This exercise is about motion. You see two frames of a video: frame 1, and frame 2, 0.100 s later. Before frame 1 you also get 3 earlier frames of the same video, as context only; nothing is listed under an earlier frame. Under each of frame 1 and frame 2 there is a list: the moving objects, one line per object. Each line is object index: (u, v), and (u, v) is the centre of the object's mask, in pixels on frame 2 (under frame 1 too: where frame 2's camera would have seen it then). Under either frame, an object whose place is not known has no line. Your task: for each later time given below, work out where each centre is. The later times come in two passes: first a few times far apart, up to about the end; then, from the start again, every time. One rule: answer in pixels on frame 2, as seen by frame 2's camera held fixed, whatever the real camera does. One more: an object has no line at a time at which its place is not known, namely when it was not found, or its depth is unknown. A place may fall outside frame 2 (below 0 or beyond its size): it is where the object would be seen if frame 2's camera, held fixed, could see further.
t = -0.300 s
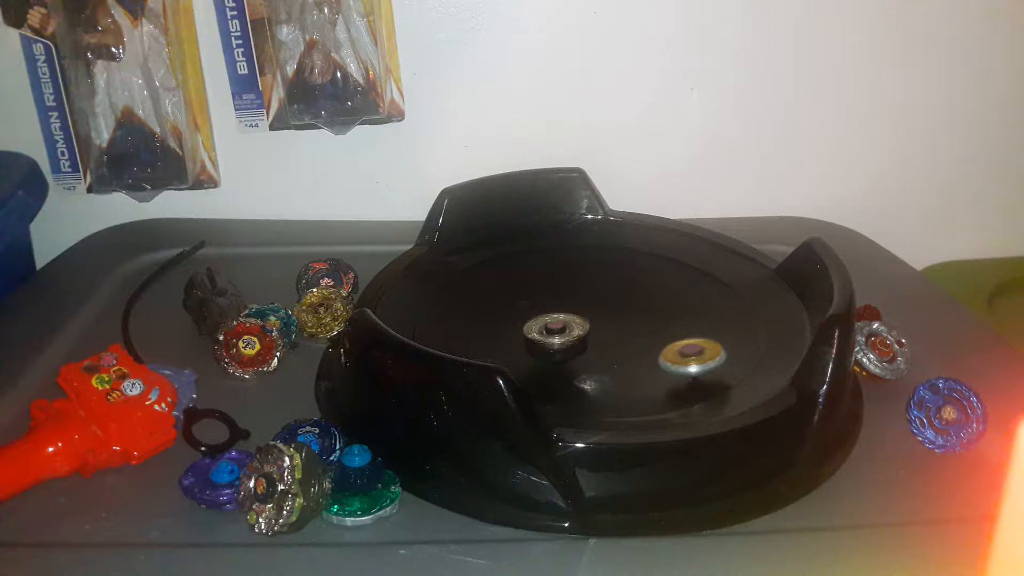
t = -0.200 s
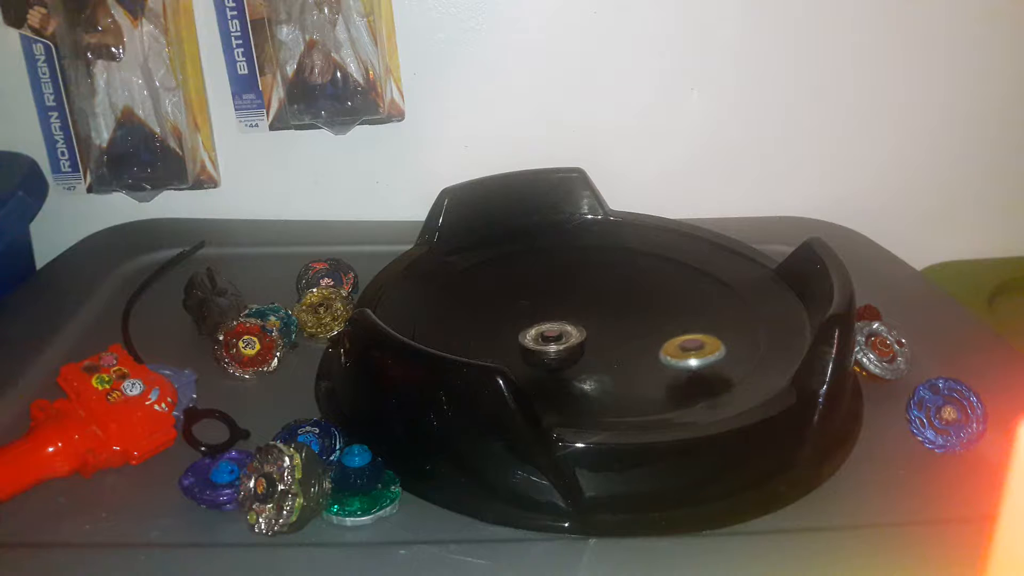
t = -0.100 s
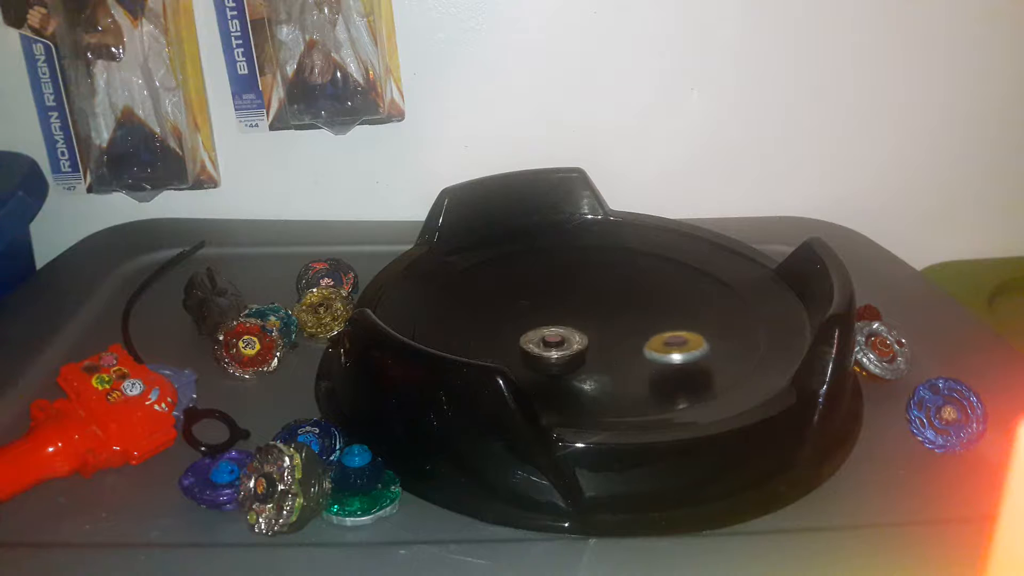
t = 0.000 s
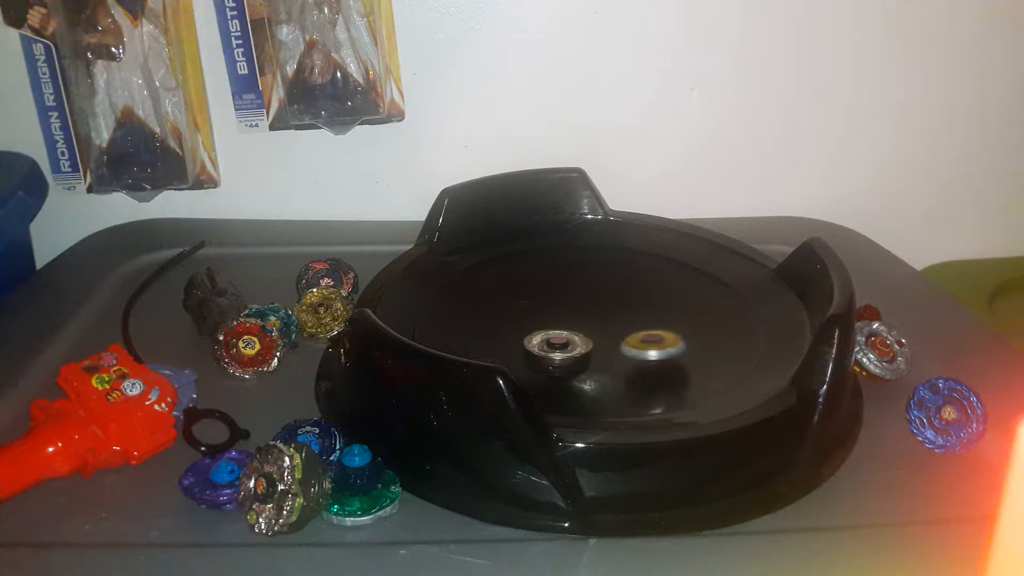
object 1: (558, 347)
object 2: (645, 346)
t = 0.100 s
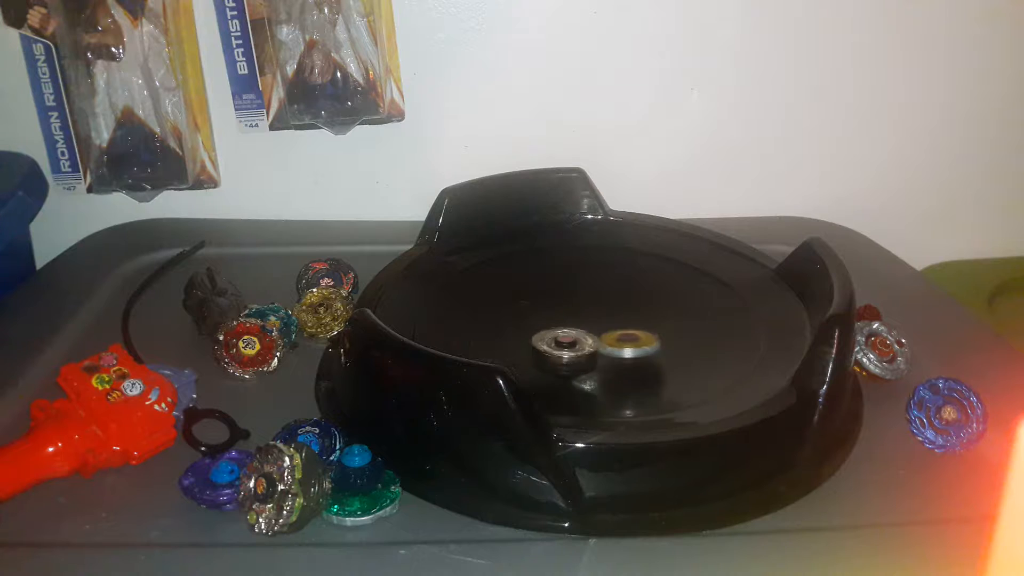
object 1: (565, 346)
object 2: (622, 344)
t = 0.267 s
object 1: (548, 341)
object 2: (603, 335)
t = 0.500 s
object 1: (518, 328)
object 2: (571, 327)
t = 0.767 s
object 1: (461, 322)
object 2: (559, 314)
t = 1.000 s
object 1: (479, 335)
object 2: (525, 314)
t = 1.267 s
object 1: (533, 348)
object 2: (508, 331)
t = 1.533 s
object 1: (587, 358)
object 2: (544, 352)
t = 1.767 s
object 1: (641, 353)
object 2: (581, 351)
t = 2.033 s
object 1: (659, 345)
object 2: (590, 340)
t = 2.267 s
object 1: (654, 327)
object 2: (583, 344)
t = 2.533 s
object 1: (653, 315)
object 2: (562, 353)
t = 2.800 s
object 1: (616, 313)
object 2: (570, 356)
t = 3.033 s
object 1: (592, 296)
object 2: (565, 346)
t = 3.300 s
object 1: (571, 295)
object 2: (532, 346)
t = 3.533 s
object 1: (574, 313)
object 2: (506, 343)
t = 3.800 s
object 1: (589, 337)
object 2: (498, 337)
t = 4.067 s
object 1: (598, 362)
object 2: (506, 342)
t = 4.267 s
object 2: (528, 348)
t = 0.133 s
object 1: (567, 345)
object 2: (617, 343)
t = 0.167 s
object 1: (562, 344)
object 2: (615, 340)
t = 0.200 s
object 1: (555, 343)
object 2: (613, 338)
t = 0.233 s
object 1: (553, 341)
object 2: (610, 336)
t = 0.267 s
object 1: (548, 341)
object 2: (603, 335)
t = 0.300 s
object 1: (546, 338)
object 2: (598, 334)
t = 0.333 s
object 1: (542, 336)
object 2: (591, 333)
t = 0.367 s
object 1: (539, 333)
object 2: (590, 332)
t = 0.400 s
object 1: (531, 333)
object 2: (586, 330)
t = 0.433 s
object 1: (529, 331)
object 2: (582, 329)
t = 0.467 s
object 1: (522, 330)
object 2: (575, 328)
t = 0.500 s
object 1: (518, 328)
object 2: (571, 327)
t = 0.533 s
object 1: (508, 326)
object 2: (569, 324)
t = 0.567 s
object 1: (495, 327)
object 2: (573, 321)
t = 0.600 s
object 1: (488, 326)
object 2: (575, 320)
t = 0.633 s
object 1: (483, 326)
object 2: (575, 319)
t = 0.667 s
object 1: (479, 324)
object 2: (573, 318)
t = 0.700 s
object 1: (473, 323)
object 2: (569, 317)
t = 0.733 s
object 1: (467, 322)
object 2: (564, 315)
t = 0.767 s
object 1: (461, 322)
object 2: (559, 314)
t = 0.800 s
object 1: (458, 323)
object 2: (554, 313)
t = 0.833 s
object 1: (456, 325)
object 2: (549, 312)
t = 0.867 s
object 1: (455, 328)
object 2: (543, 312)
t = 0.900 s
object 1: (456, 331)
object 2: (539, 312)
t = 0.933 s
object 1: (459, 330)
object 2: (534, 312)
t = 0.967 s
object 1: (468, 333)
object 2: (529, 313)
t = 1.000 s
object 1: (479, 335)
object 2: (525, 314)
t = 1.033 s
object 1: (487, 339)
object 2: (523, 314)
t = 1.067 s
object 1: (491, 340)
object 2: (521, 315)
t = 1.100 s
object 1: (497, 341)
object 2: (519, 315)
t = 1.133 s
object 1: (503, 342)
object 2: (517, 317)
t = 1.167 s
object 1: (512, 343)
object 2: (513, 318)
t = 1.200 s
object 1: (519, 345)
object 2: (509, 322)
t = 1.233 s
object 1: (526, 346)
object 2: (507, 326)
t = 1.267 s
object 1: (533, 348)
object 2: (508, 331)
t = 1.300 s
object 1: (540, 348)
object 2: (510, 334)
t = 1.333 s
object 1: (549, 350)
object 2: (514, 338)
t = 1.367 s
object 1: (554, 351)
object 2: (517, 340)
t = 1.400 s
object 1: (561, 353)
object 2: (523, 343)
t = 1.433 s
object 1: (566, 356)
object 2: (527, 345)
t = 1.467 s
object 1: (575, 355)
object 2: (533, 348)
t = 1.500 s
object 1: (580, 359)
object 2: (539, 349)
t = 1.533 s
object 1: (587, 358)
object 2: (544, 352)
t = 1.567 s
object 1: (596, 358)
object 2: (550, 353)
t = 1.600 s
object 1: (603, 363)
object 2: (555, 355)
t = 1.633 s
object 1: (611, 364)
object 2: (561, 355)
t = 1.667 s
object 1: (616, 363)
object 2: (566, 355)
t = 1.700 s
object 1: (625, 361)
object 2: (571, 356)
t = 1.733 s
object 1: (632, 354)
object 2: (577, 356)
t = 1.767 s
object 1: (641, 353)
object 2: (581, 351)
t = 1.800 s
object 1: (648, 354)
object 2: (583, 348)
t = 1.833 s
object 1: (652, 353)
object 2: (585, 344)
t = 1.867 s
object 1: (655, 351)
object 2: (586, 342)
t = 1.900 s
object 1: (656, 354)
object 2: (588, 340)
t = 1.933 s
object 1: (657, 352)
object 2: (589, 341)
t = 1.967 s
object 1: (657, 345)
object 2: (592, 342)
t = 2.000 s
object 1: (657, 342)
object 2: (593, 343)
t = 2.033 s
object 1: (659, 345)
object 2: (590, 340)
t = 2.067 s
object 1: (660, 344)
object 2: (587, 339)
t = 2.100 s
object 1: (659, 339)
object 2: (585, 338)
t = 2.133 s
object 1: (659, 335)
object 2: (585, 339)
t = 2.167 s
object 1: (656, 332)
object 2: (585, 341)
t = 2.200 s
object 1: (656, 330)
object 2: (585, 342)
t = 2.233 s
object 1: (656, 335)
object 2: (584, 343)
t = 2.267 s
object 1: (654, 327)
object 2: (583, 344)
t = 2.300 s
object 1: (655, 325)
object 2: (578, 345)
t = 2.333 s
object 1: (659, 326)
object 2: (571, 346)
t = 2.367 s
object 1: (661, 323)
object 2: (568, 346)
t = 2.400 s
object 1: (660, 321)
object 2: (566, 348)
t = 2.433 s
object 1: (658, 319)
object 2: (565, 349)
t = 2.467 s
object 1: (659, 317)
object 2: (564, 351)
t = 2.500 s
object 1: (656, 316)
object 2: (563, 352)
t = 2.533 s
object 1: (653, 315)
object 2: (562, 353)
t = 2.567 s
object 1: (650, 315)
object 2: (562, 354)
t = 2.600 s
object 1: (643, 316)
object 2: (562, 355)
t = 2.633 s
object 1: (638, 318)
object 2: (563, 356)
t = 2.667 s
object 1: (635, 318)
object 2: (564, 356)
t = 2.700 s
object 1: (629, 318)
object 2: (565, 356)
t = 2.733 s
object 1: (624, 317)
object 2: (567, 356)
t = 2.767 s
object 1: (621, 316)
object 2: (569, 356)
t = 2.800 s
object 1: (616, 313)
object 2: (570, 356)
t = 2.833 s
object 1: (613, 312)
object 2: (572, 354)
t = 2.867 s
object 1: (611, 307)
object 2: (572, 353)
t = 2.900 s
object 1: (607, 304)
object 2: (571, 352)
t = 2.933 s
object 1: (605, 303)
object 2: (571, 350)
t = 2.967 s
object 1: (601, 301)
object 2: (569, 349)
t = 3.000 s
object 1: (596, 297)
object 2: (567, 348)
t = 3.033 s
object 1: (592, 296)
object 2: (565, 346)
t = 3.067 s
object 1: (588, 295)
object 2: (562, 345)
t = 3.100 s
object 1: (584, 294)
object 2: (561, 344)
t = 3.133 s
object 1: (579, 296)
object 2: (558, 343)
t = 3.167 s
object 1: (575, 296)
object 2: (555, 342)
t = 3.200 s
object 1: (572, 297)
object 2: (553, 342)
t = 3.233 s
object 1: (573, 295)
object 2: (544, 344)
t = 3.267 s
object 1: (572, 295)
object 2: (537, 346)
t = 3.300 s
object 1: (571, 295)
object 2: (532, 346)
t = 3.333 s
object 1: (568, 297)
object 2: (530, 347)
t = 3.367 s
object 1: (567, 299)
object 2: (530, 345)
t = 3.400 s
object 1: (567, 301)
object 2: (528, 344)
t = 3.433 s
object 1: (566, 306)
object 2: (528, 344)
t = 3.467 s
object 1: (570, 307)
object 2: (521, 343)
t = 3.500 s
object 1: (573, 309)
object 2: (513, 343)
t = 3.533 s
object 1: (574, 313)
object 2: (506, 343)
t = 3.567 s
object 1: (571, 316)
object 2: (503, 342)
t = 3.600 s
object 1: (569, 319)
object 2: (502, 342)
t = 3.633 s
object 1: (568, 322)
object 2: (503, 341)
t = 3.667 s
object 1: (570, 324)
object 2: (502, 341)
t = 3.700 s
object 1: (572, 325)
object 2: (503, 340)
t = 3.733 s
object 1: (576, 329)
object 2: (505, 340)
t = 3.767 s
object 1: (577, 332)
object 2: (503, 339)
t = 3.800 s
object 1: (589, 337)
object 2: (498, 337)
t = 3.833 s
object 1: (596, 341)
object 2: (497, 337)
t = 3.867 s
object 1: (602, 347)
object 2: (495, 337)
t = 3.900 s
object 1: (603, 353)
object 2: (495, 338)
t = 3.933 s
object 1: (604, 354)
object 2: (496, 339)
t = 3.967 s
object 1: (601, 357)
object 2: (498, 339)
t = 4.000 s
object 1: (600, 358)
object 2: (500, 340)
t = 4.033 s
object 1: (599, 360)
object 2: (503, 341)
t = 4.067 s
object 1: (598, 362)
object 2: (506, 342)
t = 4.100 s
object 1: (598, 362)
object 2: (509, 343)
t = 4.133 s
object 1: (597, 362)
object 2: (513, 344)
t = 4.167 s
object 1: (598, 364)
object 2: (516, 345)
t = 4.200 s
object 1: (597, 362)
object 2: (520, 346)
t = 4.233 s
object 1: (597, 361)
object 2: (524, 347)
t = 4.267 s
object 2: (528, 348)
